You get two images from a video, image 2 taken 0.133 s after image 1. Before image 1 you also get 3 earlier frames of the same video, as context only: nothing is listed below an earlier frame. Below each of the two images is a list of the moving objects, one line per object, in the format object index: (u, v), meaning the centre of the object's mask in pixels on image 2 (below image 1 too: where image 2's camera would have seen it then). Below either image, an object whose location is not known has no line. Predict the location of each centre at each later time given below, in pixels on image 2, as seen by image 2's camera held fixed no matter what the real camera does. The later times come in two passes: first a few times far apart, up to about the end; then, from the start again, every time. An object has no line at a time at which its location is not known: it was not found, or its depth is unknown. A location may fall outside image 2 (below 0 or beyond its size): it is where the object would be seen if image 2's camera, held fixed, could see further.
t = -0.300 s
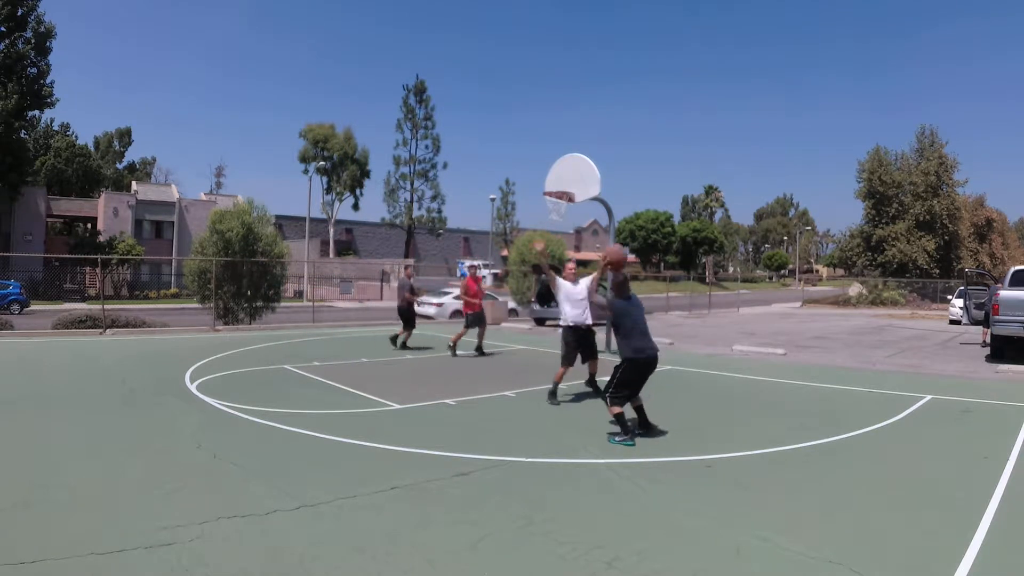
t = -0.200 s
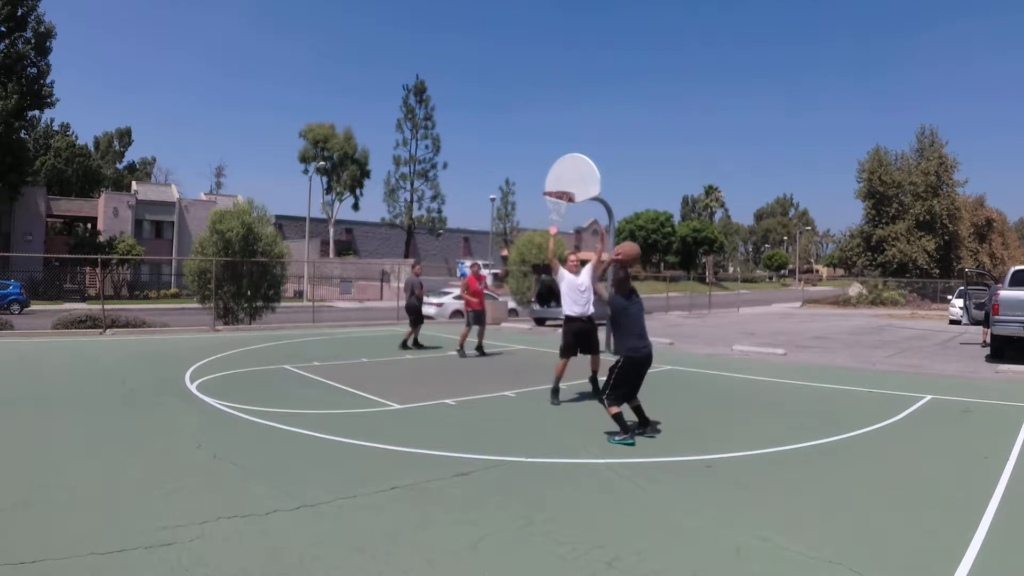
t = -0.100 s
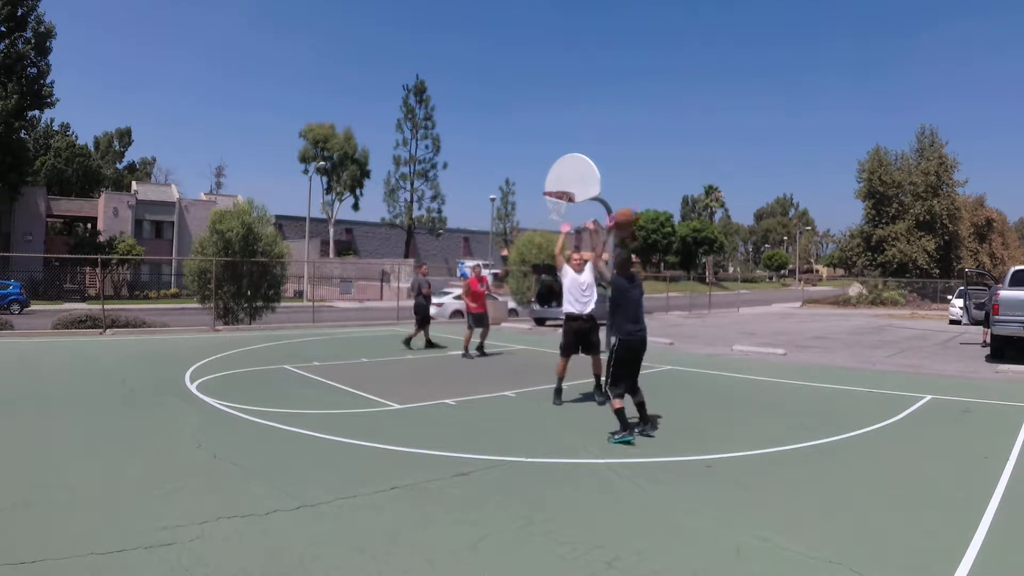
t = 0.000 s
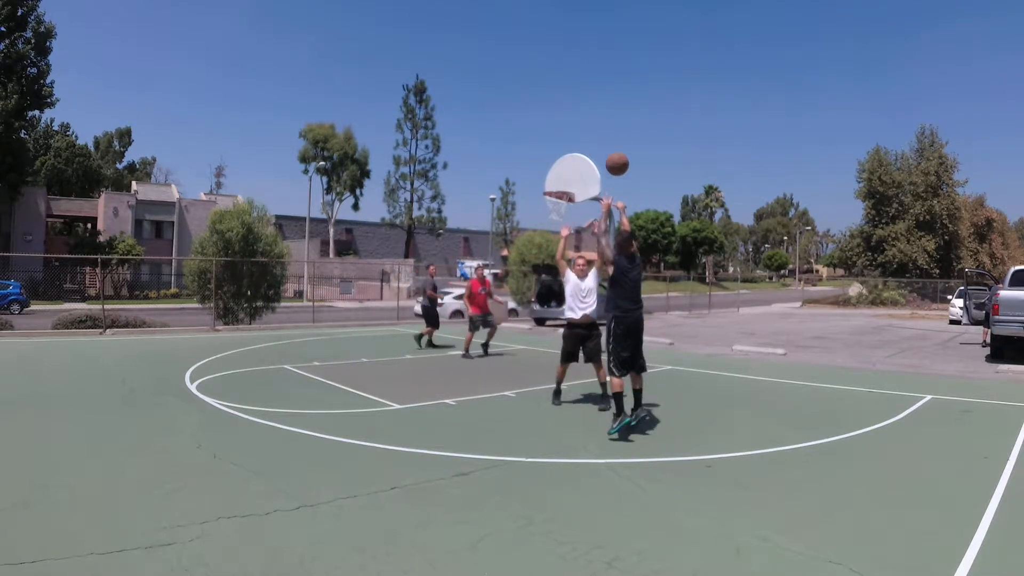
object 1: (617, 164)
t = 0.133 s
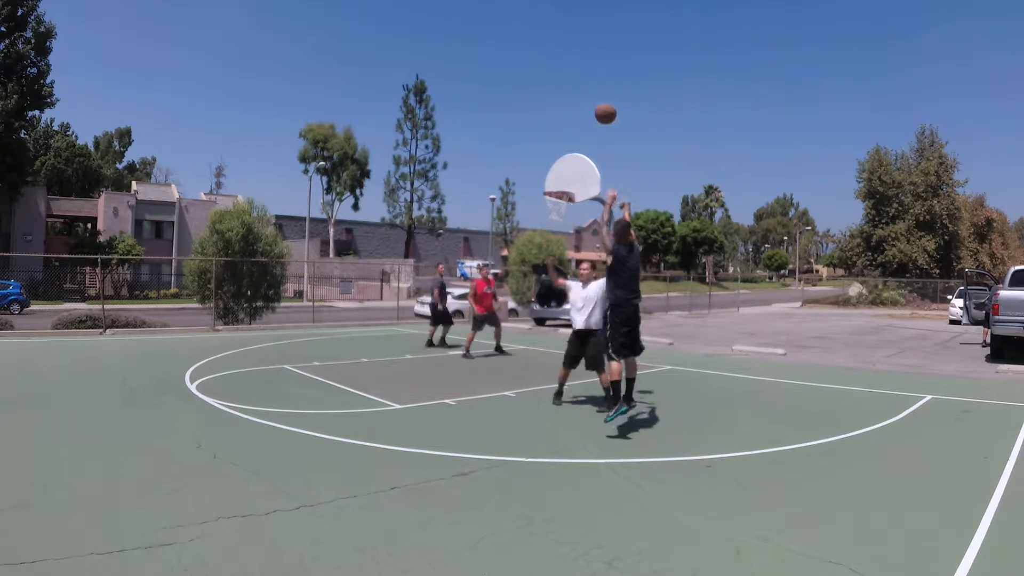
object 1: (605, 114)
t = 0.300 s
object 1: (593, 81)
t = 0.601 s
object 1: (576, 82)
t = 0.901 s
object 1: (562, 134)
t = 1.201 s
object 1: (552, 160)
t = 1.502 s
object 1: (542, 122)
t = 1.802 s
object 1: (531, 131)
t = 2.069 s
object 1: (521, 181)
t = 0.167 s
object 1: (602, 105)
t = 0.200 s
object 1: (600, 97)
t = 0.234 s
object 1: (597, 91)
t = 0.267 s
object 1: (595, 86)
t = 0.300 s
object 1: (593, 81)
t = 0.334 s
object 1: (590, 78)
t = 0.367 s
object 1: (589, 76)
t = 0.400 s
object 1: (586, 74)
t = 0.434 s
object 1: (585, 73)
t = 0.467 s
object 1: (583, 74)
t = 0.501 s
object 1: (581, 75)
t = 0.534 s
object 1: (579, 77)
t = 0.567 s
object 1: (577, 79)
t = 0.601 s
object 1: (576, 82)
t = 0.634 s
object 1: (574, 85)
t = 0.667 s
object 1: (572, 90)
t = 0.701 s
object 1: (571, 94)
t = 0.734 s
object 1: (569, 100)
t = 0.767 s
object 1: (568, 105)
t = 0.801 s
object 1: (566, 112)
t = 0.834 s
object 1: (565, 119)
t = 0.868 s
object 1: (563, 126)
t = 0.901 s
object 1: (562, 134)
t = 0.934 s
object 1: (561, 143)
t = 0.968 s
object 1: (559, 151)
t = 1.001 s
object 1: (558, 160)
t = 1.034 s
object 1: (557, 170)
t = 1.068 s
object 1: (555, 180)
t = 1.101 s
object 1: (555, 183)
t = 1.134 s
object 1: (554, 175)
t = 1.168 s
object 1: (552, 167)
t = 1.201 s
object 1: (552, 160)
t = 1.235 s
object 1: (551, 153)
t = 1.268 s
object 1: (550, 147)
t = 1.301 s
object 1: (549, 142)
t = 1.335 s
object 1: (548, 137)
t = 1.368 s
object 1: (547, 133)
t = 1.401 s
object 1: (545, 129)
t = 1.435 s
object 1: (544, 126)
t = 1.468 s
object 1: (543, 123)
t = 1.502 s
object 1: (542, 122)
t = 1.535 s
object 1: (541, 120)
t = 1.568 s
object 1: (540, 119)
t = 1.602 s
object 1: (539, 119)
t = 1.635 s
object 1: (537, 119)
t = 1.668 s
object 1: (536, 120)
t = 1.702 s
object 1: (535, 122)
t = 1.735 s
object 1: (534, 124)
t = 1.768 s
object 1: (533, 127)
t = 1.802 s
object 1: (531, 131)
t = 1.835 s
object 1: (530, 135)
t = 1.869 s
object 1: (529, 139)
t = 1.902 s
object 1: (527, 145)
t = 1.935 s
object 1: (526, 151)
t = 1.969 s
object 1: (525, 158)
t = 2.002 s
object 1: (524, 165)
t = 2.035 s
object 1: (522, 172)
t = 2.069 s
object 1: (521, 181)
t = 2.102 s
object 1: (519, 189)
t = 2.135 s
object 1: (518, 199)
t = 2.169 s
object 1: (517, 210)
